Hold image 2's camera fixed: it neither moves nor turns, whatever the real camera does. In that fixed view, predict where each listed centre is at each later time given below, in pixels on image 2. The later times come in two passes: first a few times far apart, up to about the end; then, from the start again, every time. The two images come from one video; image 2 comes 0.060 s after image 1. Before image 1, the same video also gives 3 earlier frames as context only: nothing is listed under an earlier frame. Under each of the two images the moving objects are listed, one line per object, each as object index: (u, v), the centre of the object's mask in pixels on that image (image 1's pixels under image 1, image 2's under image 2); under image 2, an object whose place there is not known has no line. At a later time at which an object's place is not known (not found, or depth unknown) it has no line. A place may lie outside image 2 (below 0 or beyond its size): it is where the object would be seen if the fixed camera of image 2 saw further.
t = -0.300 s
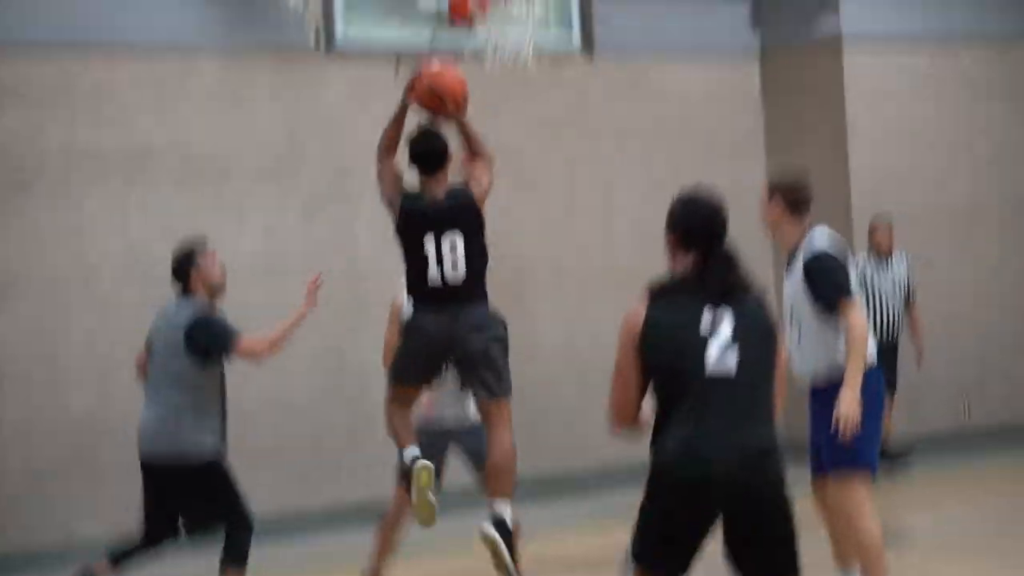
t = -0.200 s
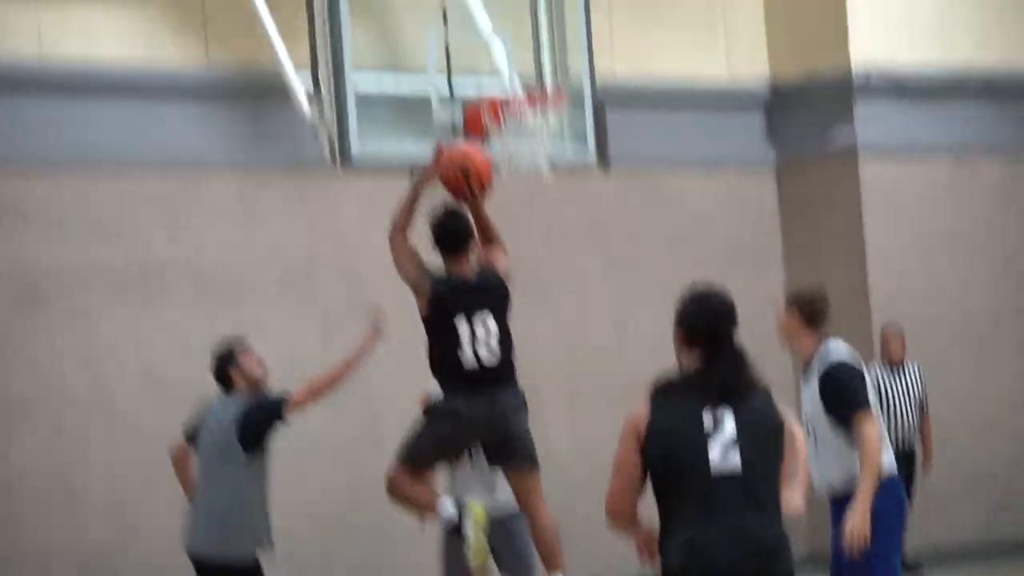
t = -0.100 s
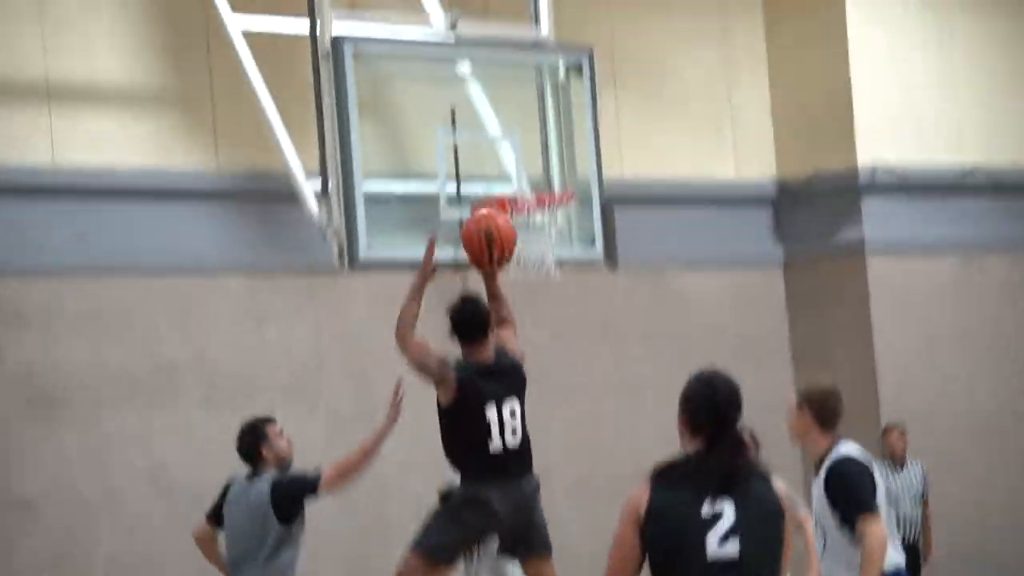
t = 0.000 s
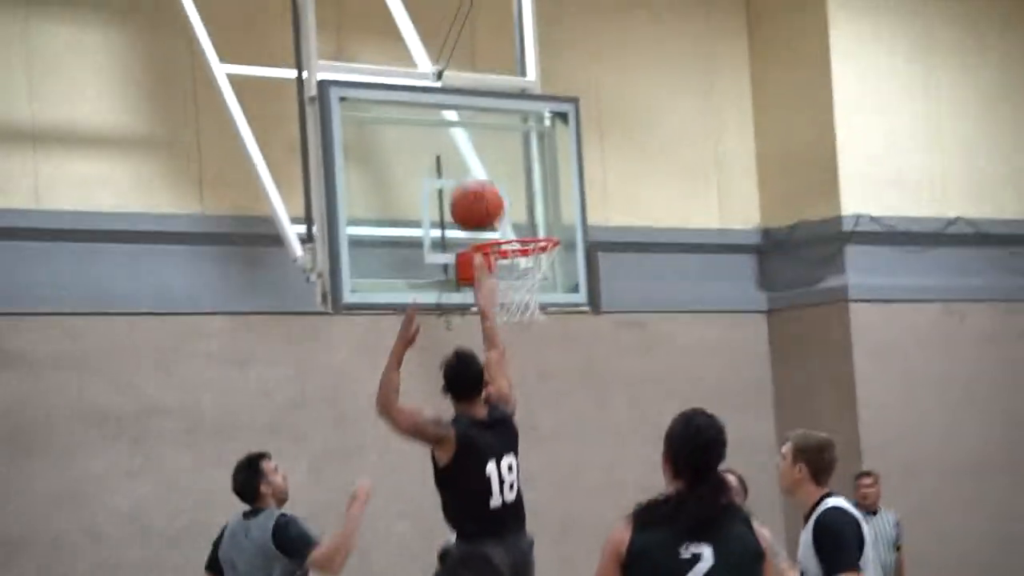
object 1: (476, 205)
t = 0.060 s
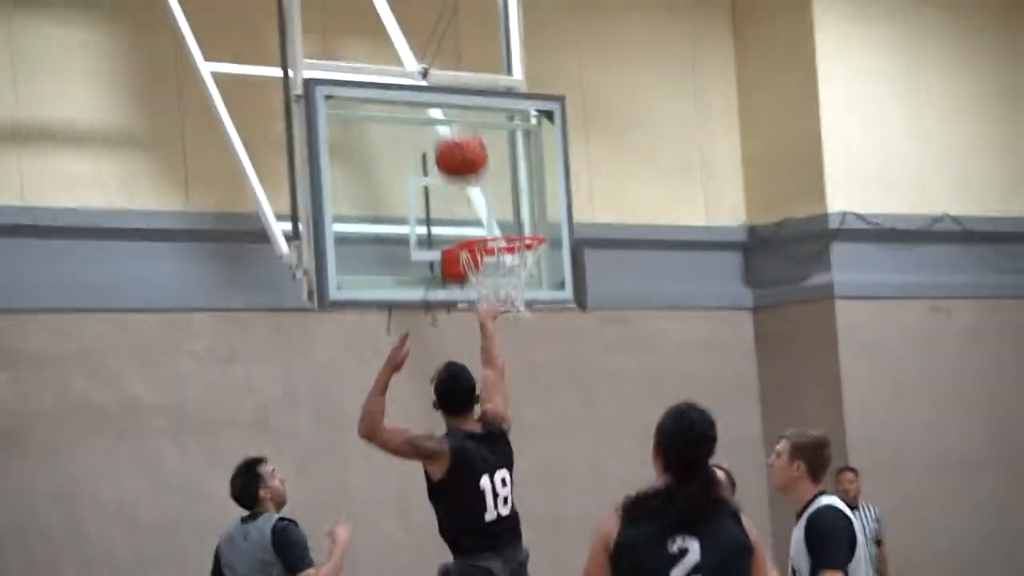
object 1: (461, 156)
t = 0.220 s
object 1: (461, 72)
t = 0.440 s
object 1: (464, 47)
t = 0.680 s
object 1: (475, 119)
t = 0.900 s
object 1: (487, 272)
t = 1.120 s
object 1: (508, 407)
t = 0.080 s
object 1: (461, 141)
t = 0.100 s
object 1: (462, 126)
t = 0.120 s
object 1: (461, 114)
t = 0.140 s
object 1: (462, 107)
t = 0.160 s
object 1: (461, 97)
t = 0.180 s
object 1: (460, 88)
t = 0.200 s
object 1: (461, 80)
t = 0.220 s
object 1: (461, 72)
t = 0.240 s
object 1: (461, 65)
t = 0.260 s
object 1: (461, 61)
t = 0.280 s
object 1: (461, 57)
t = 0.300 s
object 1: (462, 54)
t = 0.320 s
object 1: (462, 51)
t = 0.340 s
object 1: (462, 49)
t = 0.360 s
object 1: (463, 48)
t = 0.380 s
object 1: (463, 46)
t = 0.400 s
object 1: (464, 46)
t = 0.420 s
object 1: (464, 46)
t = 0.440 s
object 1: (464, 47)
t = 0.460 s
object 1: (465, 49)
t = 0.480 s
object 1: (465, 51)
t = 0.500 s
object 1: (467, 54)
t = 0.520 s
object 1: (467, 57)
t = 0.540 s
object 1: (468, 63)
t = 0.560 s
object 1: (469, 68)
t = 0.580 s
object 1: (470, 75)
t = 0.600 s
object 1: (471, 82)
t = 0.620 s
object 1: (472, 91)
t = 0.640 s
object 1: (473, 101)
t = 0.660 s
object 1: (474, 109)
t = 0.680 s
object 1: (475, 119)
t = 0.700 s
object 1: (476, 130)
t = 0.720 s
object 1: (478, 141)
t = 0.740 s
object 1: (479, 153)
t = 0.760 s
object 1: (480, 165)
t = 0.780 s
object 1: (481, 179)
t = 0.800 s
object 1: (483, 193)
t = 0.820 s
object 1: (484, 207)
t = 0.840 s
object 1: (485, 221)
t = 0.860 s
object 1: (487, 229)
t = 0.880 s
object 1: (494, 257)
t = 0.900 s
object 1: (487, 272)
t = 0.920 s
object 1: (491, 290)
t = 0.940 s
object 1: (495, 302)
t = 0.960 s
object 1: (495, 311)
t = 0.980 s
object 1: (496, 319)
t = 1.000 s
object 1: (497, 330)
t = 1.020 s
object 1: (499, 341)
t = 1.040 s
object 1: (501, 353)
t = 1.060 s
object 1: (503, 366)
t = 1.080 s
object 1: (505, 378)
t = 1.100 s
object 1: (506, 393)
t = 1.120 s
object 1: (508, 407)
